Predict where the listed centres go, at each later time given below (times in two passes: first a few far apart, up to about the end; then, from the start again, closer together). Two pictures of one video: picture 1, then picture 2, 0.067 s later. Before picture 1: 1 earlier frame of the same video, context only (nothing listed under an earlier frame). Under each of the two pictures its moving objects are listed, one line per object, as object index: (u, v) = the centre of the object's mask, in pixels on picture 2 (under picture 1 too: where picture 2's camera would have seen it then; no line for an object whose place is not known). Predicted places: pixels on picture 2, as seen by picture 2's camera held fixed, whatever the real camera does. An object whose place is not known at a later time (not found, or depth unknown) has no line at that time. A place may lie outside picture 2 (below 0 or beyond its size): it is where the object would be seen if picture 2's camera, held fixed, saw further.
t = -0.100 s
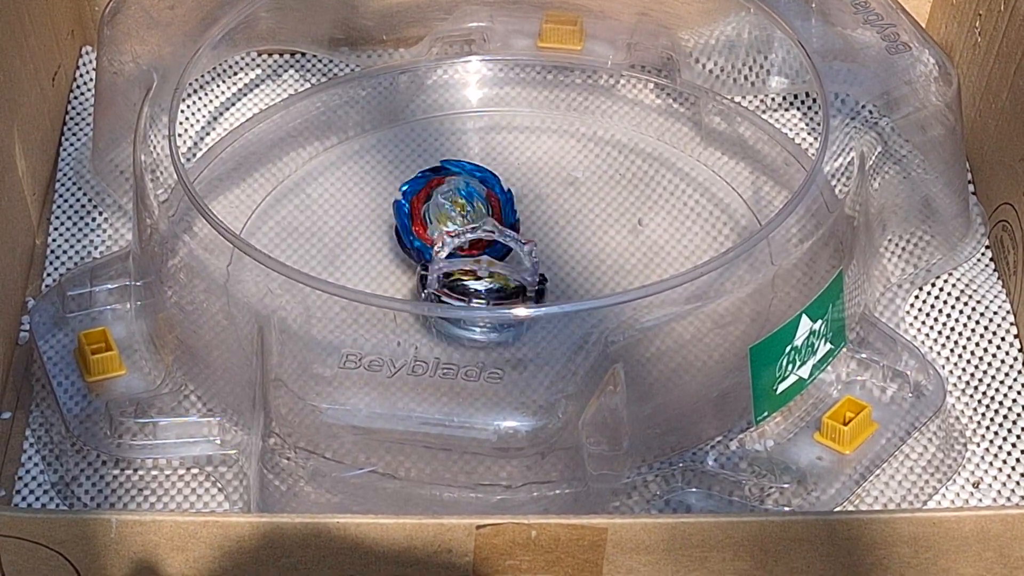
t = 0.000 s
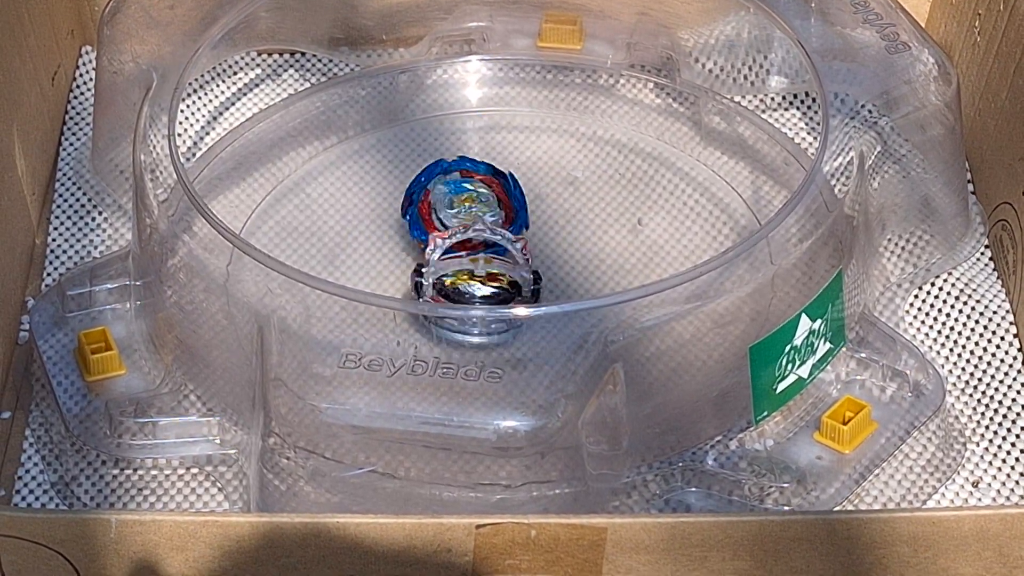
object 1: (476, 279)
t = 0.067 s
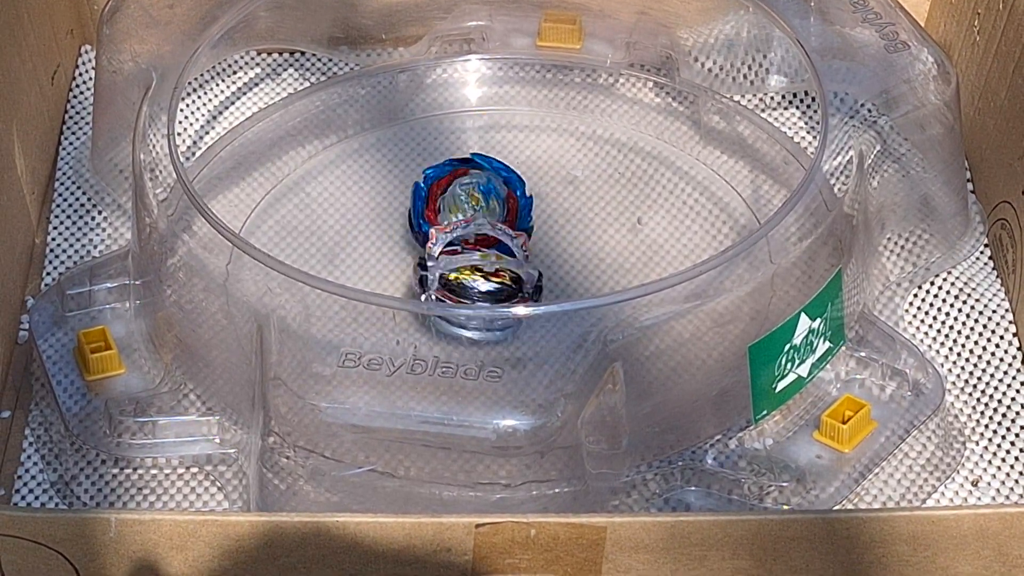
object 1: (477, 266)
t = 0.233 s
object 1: (487, 265)
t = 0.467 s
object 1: (508, 264)
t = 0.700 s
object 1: (517, 261)
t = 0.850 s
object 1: (491, 284)
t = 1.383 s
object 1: (401, 298)
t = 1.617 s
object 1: (450, 251)
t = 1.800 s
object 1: (455, 244)
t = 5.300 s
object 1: (465, 265)
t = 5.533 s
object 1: (479, 262)
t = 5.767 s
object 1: (501, 262)
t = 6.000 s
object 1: (453, 269)
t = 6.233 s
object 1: (449, 263)
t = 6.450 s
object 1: (463, 254)
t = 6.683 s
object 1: (487, 257)
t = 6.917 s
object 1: (486, 255)
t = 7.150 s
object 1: (513, 238)
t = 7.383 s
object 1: (538, 243)
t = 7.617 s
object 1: (521, 241)
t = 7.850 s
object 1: (495, 248)
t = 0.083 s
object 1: (479, 280)
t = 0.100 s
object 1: (482, 266)
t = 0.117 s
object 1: (479, 279)
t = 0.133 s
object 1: (481, 265)
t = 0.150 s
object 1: (482, 279)
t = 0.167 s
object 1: (484, 265)
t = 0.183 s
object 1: (482, 278)
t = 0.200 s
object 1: (483, 265)
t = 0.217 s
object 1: (484, 267)
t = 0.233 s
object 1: (487, 265)
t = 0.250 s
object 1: (486, 266)
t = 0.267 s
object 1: (488, 263)
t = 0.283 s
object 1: (491, 264)
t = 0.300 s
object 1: (494, 266)
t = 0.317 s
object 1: (492, 266)
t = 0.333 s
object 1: (494, 264)
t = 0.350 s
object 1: (498, 263)
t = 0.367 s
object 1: (502, 264)
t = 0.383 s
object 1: (502, 264)
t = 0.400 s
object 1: (504, 263)
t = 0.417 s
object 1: (504, 262)
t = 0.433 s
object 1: (507, 264)
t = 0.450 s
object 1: (506, 262)
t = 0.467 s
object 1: (508, 264)
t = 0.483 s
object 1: (508, 261)
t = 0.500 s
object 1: (510, 263)
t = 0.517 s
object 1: (510, 262)
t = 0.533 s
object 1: (510, 264)
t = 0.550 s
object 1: (510, 261)
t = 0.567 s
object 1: (513, 264)
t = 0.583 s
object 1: (512, 261)
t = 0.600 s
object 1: (513, 264)
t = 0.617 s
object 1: (512, 262)
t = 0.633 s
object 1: (514, 262)
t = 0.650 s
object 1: (515, 261)
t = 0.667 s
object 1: (516, 263)
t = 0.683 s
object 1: (515, 262)
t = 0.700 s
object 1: (517, 261)
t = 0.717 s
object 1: (518, 264)
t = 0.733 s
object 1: (516, 262)
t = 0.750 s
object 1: (515, 265)
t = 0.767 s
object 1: (511, 262)
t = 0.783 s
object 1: (511, 268)
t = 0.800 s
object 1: (505, 264)
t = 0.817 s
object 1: (503, 269)
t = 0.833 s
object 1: (494, 265)
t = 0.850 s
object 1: (491, 284)
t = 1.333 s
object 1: (400, 298)
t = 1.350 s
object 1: (402, 298)
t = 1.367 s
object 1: (403, 296)
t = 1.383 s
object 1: (401, 298)
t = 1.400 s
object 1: (405, 290)
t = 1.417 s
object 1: (405, 288)
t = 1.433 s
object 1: (412, 284)
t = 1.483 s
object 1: (425, 276)
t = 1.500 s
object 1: (428, 276)
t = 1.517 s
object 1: (435, 265)
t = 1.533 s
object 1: (437, 261)
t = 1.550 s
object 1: (442, 261)
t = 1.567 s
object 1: (446, 257)
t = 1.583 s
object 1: (447, 256)
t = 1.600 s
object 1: (451, 253)
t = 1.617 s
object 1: (450, 251)
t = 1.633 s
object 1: (450, 249)
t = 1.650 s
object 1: (450, 247)
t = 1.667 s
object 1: (450, 247)
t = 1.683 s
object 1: (454, 247)
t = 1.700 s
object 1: (454, 246)
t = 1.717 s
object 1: (457, 247)
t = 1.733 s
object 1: (457, 245)
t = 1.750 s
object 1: (453, 244)
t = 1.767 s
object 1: (455, 244)
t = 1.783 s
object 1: (454, 243)
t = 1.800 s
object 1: (455, 244)
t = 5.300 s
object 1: (465, 265)
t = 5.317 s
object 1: (461, 265)
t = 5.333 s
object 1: (461, 265)
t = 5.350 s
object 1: (457, 266)
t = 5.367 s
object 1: (451, 264)
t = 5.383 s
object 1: (453, 262)
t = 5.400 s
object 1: (455, 262)
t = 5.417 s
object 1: (458, 260)
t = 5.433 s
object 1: (462, 261)
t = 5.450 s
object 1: (464, 262)
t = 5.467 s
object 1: (463, 261)
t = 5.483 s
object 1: (466, 262)
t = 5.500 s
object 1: (471, 262)
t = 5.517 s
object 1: (476, 263)
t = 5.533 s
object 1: (479, 262)
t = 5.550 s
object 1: (482, 263)
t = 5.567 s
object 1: (485, 262)
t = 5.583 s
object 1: (489, 262)
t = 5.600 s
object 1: (493, 261)
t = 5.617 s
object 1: (497, 259)
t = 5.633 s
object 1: (499, 259)
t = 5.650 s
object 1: (499, 258)
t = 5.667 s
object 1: (501, 259)
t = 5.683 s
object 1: (504, 260)
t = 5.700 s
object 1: (507, 260)
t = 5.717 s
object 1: (510, 260)
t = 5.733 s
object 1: (511, 260)
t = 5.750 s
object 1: (506, 261)
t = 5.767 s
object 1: (501, 262)
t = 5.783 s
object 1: (498, 263)
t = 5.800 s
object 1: (497, 264)
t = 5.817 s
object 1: (493, 265)
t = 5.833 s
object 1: (487, 265)
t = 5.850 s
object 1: (481, 263)
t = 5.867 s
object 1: (478, 263)
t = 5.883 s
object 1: (475, 262)
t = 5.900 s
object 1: (470, 263)
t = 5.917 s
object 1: (467, 263)
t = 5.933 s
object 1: (464, 264)
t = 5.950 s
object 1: (461, 265)
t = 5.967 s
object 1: (457, 268)
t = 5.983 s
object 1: (452, 272)
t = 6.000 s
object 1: (453, 269)
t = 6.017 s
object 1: (451, 266)
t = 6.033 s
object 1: (450, 266)
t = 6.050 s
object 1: (448, 265)
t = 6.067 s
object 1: (445, 265)
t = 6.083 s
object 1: (442, 264)
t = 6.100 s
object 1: (438, 264)
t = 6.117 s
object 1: (434, 264)
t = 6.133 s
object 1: (433, 274)
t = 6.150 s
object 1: (432, 263)
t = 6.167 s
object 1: (434, 264)
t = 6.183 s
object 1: (435, 264)
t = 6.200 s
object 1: (439, 264)
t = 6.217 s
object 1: (445, 263)
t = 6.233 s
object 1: (449, 263)
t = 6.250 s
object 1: (450, 263)
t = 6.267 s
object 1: (452, 263)
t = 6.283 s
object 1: (452, 262)
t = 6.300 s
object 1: (455, 260)
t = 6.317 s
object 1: (458, 259)
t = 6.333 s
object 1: (462, 258)
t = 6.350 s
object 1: (462, 256)
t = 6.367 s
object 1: (463, 256)
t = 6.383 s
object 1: (464, 254)
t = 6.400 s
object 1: (464, 254)
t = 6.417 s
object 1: (463, 254)
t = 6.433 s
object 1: (462, 254)
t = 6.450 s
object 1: (463, 254)
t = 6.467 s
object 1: (464, 254)
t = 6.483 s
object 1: (464, 254)
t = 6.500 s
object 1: (466, 255)
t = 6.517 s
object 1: (466, 255)
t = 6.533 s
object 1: (468, 256)
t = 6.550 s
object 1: (469, 256)
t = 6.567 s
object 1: (471, 256)
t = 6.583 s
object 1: (473, 256)
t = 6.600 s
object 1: (476, 256)
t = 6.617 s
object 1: (478, 256)
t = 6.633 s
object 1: (480, 256)
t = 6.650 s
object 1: (482, 256)
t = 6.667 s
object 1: (485, 257)
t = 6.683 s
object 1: (487, 257)
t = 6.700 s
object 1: (488, 257)
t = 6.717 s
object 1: (489, 257)
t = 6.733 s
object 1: (490, 257)
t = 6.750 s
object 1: (490, 257)
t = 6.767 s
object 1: (490, 257)
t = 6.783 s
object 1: (489, 258)
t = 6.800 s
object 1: (489, 258)
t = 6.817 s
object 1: (488, 258)
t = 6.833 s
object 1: (487, 258)
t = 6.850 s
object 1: (486, 257)
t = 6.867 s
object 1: (486, 256)
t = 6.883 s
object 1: (486, 256)
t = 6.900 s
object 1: (486, 255)
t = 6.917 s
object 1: (486, 255)
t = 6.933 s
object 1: (486, 254)
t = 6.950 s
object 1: (487, 253)
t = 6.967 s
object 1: (487, 253)
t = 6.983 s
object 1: (487, 251)
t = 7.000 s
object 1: (488, 250)
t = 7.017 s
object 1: (489, 248)
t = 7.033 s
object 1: (492, 246)
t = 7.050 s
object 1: (494, 245)
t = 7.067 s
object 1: (497, 243)
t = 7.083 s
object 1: (501, 242)
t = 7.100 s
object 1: (504, 240)
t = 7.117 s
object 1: (507, 239)
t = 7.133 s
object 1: (510, 239)
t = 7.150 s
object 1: (513, 238)
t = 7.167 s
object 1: (517, 241)
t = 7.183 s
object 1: (520, 240)
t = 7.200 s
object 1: (523, 240)
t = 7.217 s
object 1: (526, 238)
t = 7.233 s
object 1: (528, 239)
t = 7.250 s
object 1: (530, 241)
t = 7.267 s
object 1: (532, 241)
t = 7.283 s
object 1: (534, 241)
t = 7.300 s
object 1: (536, 242)
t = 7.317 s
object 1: (537, 242)
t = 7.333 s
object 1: (537, 242)
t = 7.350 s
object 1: (538, 242)
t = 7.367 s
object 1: (538, 242)
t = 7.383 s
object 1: (538, 243)
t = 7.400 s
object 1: (538, 243)
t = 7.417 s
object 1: (539, 243)
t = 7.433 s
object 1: (538, 242)
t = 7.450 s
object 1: (538, 242)
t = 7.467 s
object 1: (537, 242)
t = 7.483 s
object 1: (536, 242)
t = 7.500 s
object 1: (535, 242)
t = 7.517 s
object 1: (534, 242)
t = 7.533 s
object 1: (532, 241)
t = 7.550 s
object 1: (530, 241)
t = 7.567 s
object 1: (528, 241)
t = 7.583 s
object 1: (526, 241)
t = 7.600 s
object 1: (523, 241)
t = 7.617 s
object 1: (521, 241)
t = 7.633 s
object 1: (518, 242)
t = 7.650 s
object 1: (515, 242)
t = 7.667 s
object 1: (511, 243)
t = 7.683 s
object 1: (508, 243)
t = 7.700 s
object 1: (505, 244)
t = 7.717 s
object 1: (502, 245)
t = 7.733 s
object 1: (500, 246)
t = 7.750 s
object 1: (497, 247)
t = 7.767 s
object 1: (496, 247)
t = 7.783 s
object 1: (496, 247)
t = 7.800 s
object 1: (495, 248)
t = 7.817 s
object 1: (495, 248)
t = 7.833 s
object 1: (495, 248)
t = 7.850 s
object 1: (495, 248)
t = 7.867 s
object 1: (495, 248)
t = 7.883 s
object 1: (496, 248)
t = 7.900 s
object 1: (496, 248)
